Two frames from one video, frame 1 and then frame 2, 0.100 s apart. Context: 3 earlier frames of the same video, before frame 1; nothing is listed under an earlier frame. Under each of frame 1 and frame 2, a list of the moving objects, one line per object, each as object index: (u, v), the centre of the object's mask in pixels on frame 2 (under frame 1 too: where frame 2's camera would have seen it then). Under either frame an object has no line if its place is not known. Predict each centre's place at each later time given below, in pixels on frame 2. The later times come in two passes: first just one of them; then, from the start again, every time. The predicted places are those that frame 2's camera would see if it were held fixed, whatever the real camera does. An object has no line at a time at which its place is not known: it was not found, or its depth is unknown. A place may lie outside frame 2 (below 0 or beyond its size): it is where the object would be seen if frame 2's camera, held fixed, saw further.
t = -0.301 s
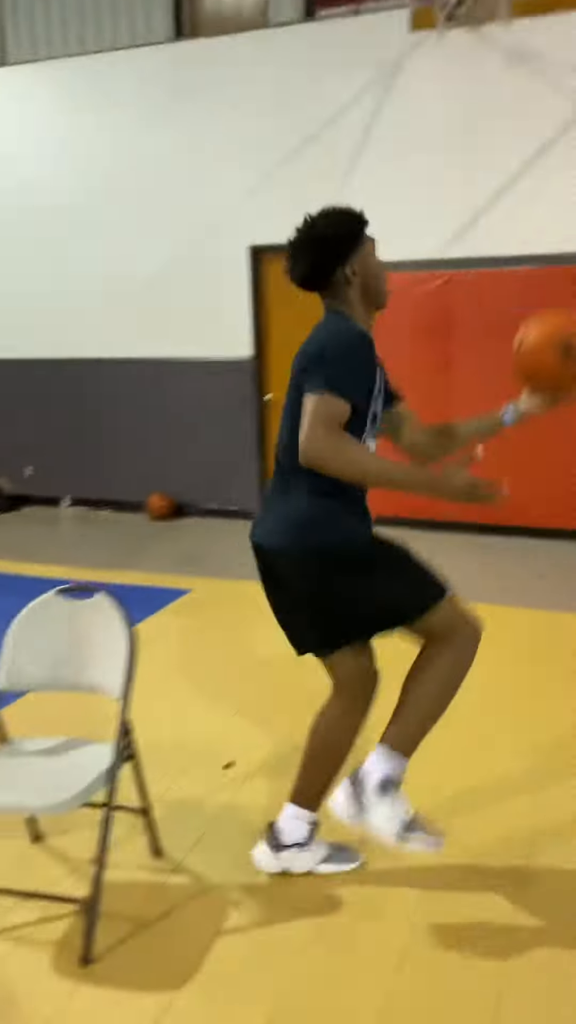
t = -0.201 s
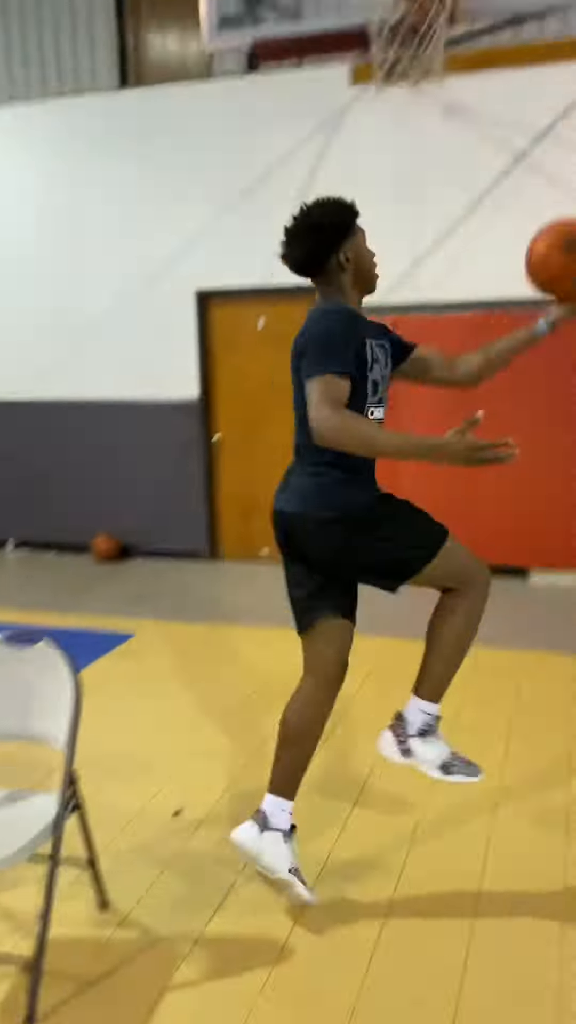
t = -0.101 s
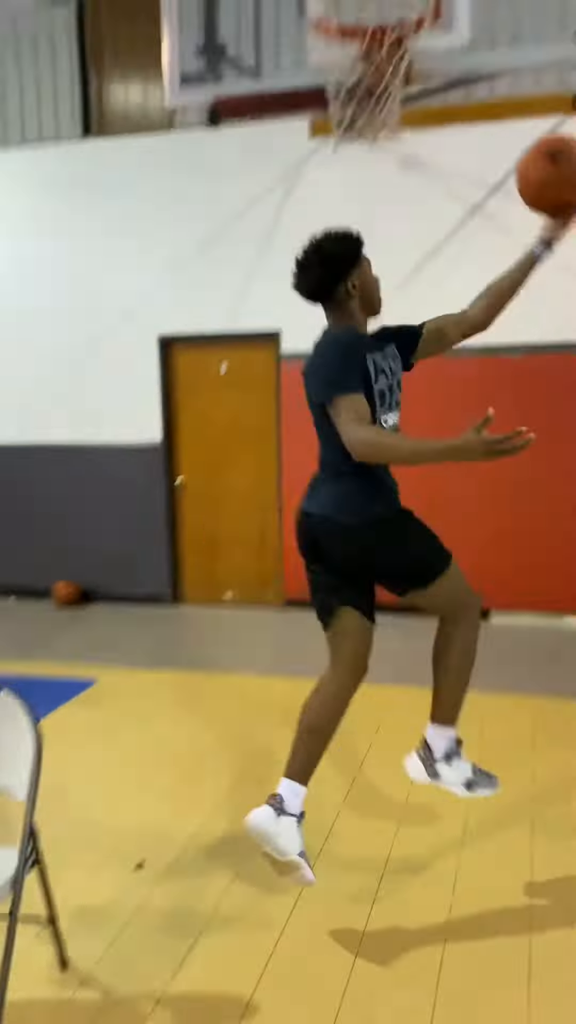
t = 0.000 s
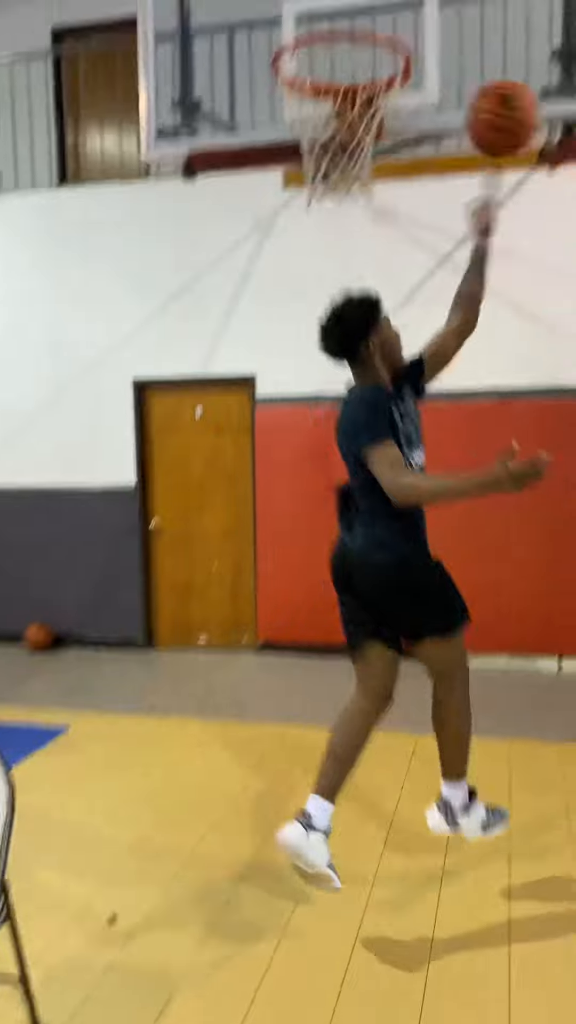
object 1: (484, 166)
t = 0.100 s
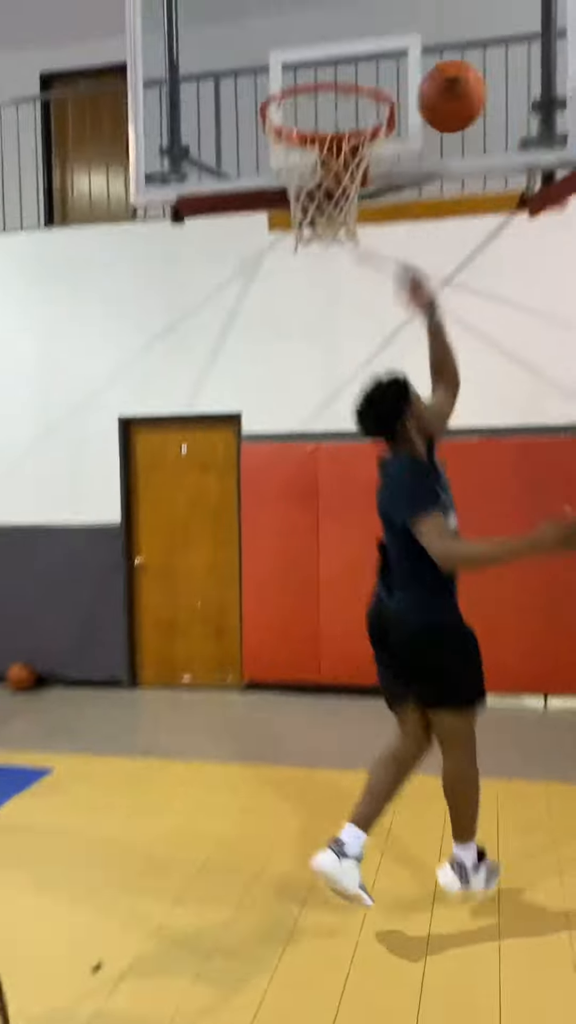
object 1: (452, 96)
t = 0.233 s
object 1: (415, 50)
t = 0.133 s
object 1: (442, 80)
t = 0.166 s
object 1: (432, 68)
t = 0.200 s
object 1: (423, 59)
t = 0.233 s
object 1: (415, 50)
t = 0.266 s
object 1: (408, 41)
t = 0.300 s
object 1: (400, 36)
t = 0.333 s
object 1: (392, 33)
